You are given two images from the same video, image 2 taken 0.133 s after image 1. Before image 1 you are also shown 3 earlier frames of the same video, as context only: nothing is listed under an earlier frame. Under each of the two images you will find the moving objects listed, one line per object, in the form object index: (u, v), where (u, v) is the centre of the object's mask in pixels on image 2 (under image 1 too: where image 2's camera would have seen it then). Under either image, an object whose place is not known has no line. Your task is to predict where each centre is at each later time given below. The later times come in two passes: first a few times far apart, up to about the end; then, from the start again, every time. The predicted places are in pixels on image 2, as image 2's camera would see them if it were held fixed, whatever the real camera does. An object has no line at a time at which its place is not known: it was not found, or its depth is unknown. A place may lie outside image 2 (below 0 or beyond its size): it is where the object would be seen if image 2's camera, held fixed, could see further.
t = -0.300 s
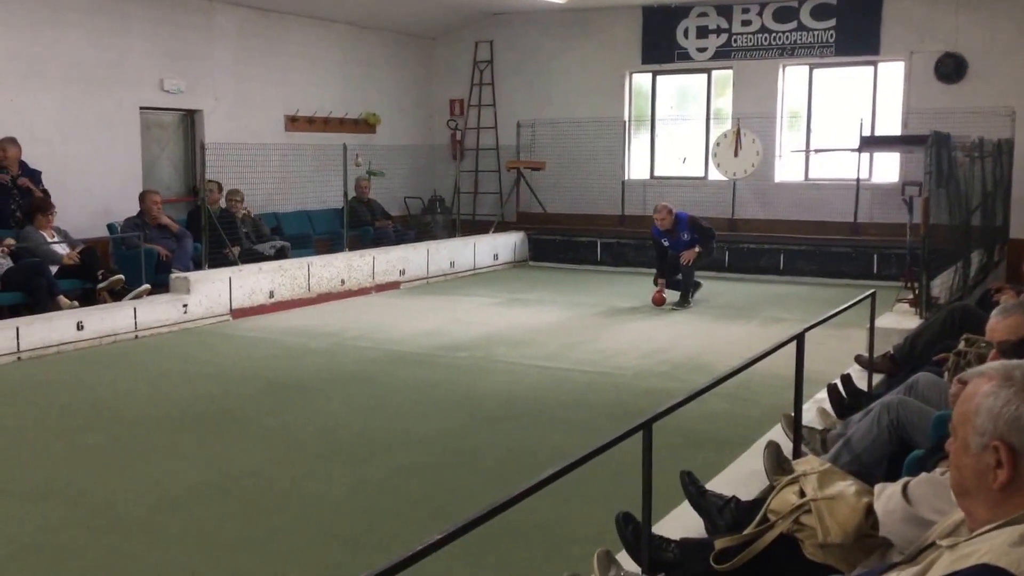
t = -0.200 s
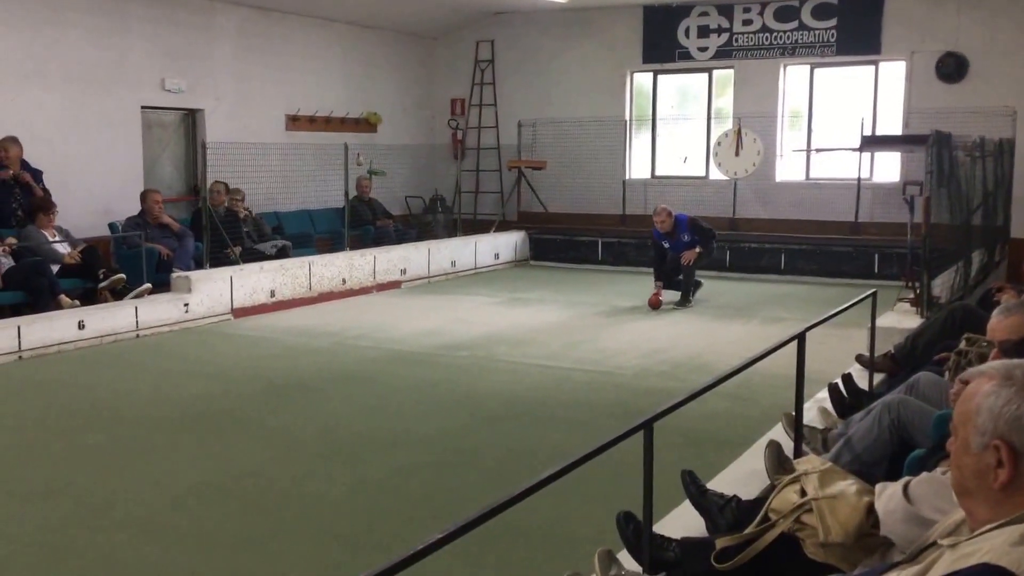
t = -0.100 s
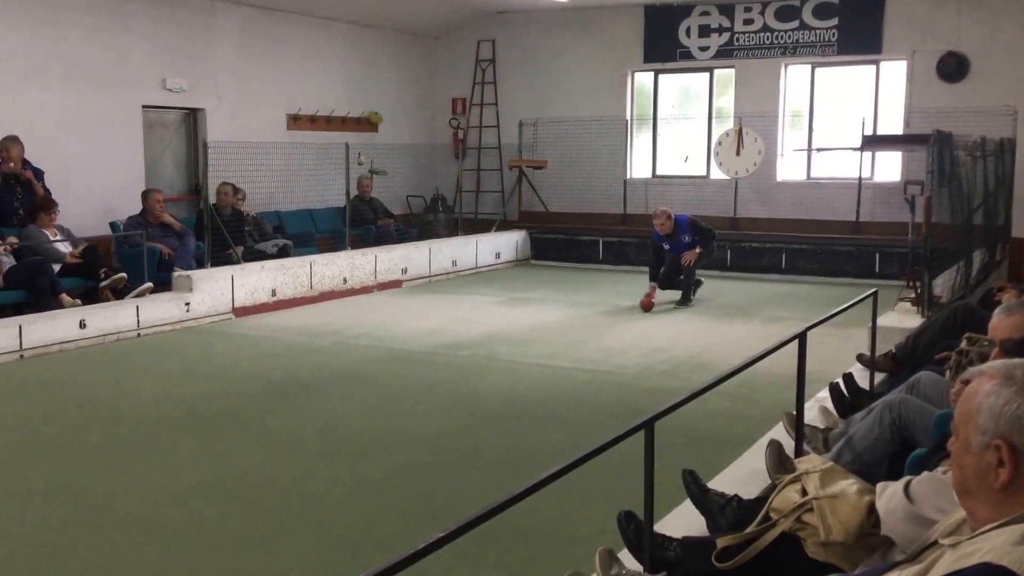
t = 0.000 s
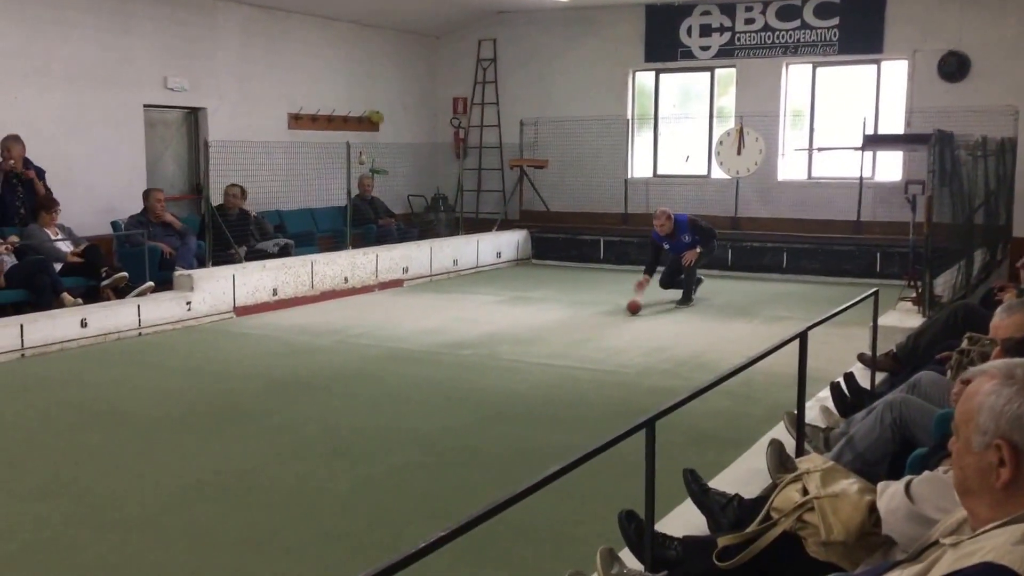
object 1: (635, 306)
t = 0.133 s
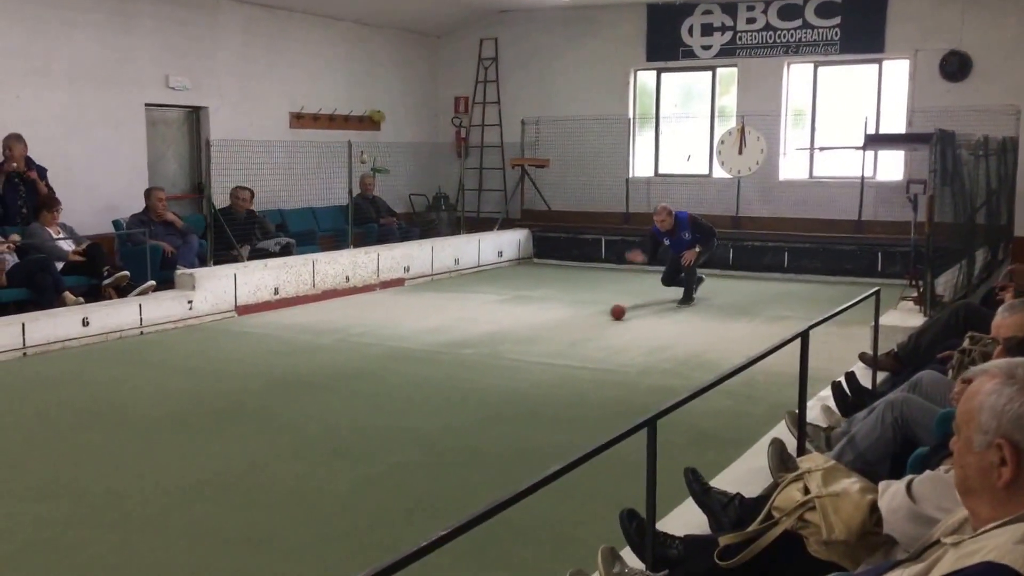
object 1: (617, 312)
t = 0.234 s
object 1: (604, 316)
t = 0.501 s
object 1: (569, 326)
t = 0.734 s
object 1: (534, 336)
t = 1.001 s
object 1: (490, 349)
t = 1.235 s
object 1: (445, 362)
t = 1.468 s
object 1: (396, 376)
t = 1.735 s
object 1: (332, 394)
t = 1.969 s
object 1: (269, 412)
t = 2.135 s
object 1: (216, 427)
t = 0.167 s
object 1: (613, 313)
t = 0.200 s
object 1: (609, 314)
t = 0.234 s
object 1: (604, 316)
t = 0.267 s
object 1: (600, 317)
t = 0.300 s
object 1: (596, 318)
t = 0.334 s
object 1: (592, 320)
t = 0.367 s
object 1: (587, 320)
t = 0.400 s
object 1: (583, 322)
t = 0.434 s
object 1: (578, 323)
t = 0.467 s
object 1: (574, 325)
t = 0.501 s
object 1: (569, 326)
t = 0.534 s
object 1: (564, 328)
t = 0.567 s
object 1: (559, 329)
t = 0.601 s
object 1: (554, 331)
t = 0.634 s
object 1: (549, 332)
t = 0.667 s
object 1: (545, 333)
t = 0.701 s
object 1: (539, 335)
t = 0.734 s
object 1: (534, 336)
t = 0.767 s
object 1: (529, 338)
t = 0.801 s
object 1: (523, 340)
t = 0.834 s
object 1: (518, 341)
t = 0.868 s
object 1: (512, 343)
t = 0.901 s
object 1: (507, 345)
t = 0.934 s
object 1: (501, 346)
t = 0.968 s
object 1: (495, 348)
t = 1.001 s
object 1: (490, 349)
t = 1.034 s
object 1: (483, 351)
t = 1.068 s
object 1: (477, 353)
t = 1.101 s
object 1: (471, 355)
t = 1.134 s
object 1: (465, 356)
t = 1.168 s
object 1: (458, 358)
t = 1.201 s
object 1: (451, 360)
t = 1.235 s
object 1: (445, 362)
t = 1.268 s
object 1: (439, 364)
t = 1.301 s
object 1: (432, 366)
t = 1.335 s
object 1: (425, 368)
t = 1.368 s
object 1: (418, 369)
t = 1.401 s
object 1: (411, 372)
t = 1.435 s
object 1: (403, 374)
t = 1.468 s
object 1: (396, 376)
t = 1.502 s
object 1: (388, 378)
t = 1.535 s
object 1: (381, 380)
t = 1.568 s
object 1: (373, 382)
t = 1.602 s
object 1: (365, 385)
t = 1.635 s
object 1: (357, 387)
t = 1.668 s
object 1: (349, 389)
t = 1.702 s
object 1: (341, 392)
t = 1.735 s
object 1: (332, 394)
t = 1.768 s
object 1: (324, 396)
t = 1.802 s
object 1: (315, 399)
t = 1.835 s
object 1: (306, 402)
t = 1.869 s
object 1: (297, 404)
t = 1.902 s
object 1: (287, 407)
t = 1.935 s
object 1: (278, 410)
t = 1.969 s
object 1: (269, 412)
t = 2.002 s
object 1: (259, 415)
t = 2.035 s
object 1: (248, 418)
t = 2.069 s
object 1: (238, 421)
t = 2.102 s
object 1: (226, 424)
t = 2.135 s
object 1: (216, 427)
